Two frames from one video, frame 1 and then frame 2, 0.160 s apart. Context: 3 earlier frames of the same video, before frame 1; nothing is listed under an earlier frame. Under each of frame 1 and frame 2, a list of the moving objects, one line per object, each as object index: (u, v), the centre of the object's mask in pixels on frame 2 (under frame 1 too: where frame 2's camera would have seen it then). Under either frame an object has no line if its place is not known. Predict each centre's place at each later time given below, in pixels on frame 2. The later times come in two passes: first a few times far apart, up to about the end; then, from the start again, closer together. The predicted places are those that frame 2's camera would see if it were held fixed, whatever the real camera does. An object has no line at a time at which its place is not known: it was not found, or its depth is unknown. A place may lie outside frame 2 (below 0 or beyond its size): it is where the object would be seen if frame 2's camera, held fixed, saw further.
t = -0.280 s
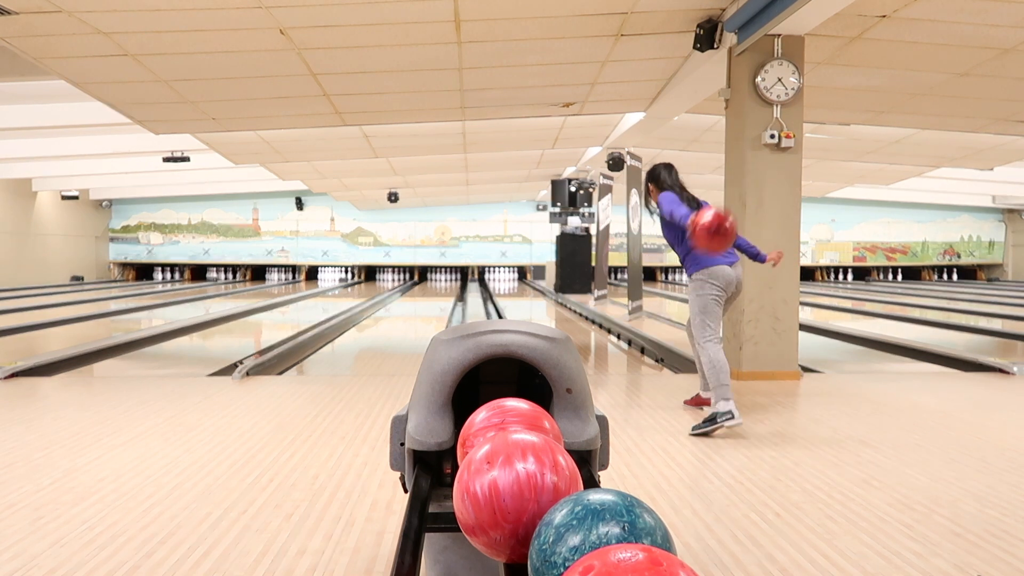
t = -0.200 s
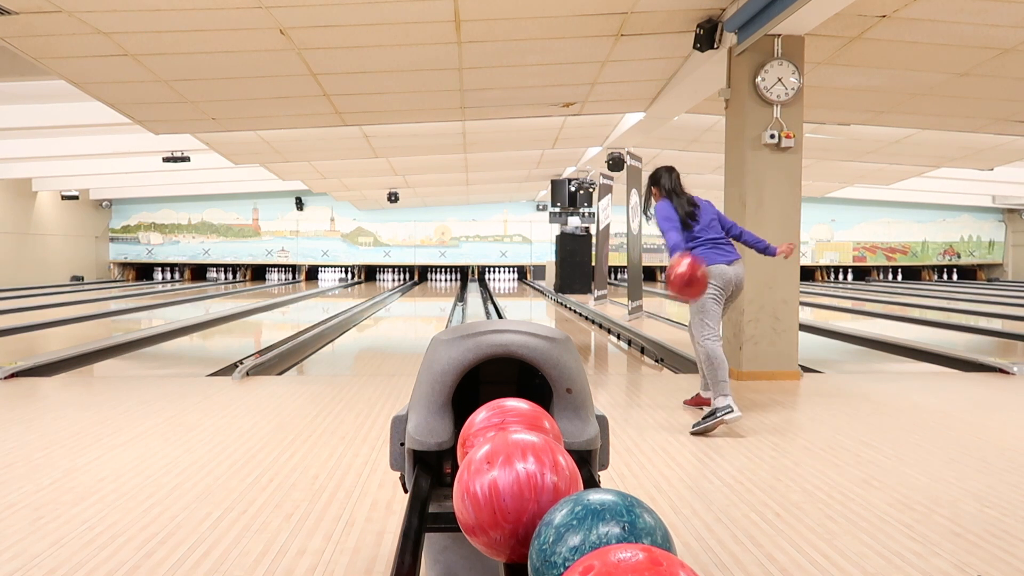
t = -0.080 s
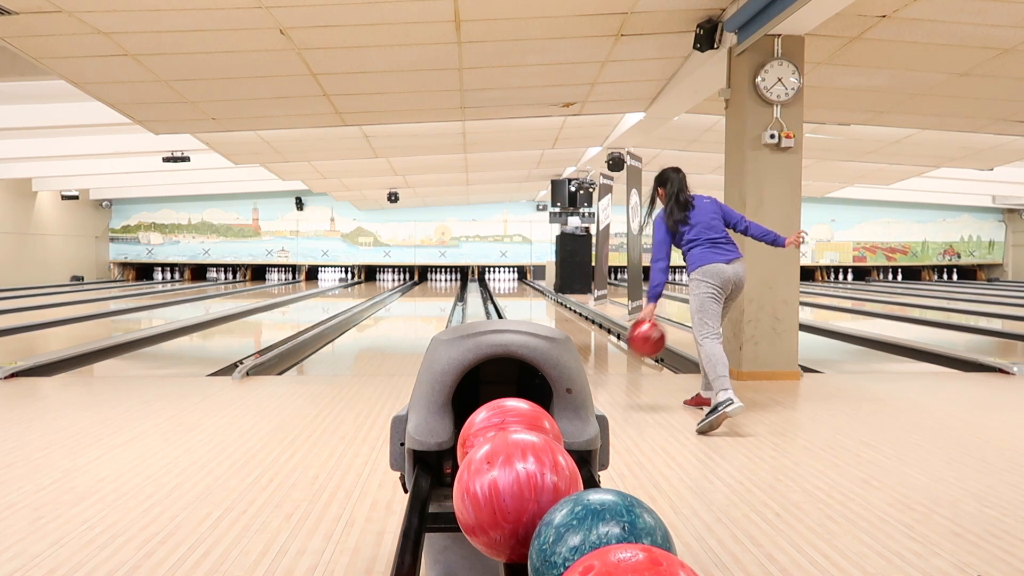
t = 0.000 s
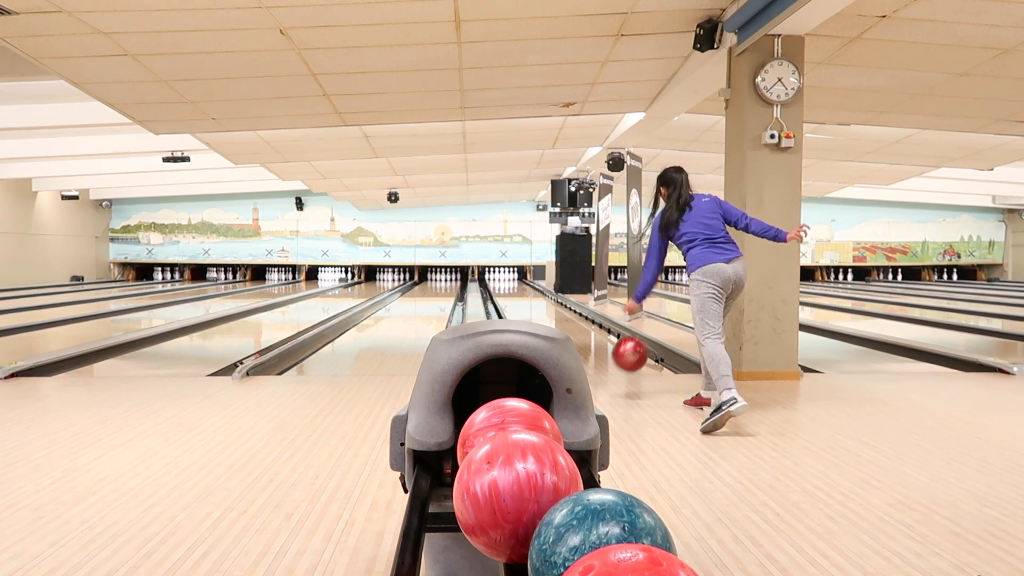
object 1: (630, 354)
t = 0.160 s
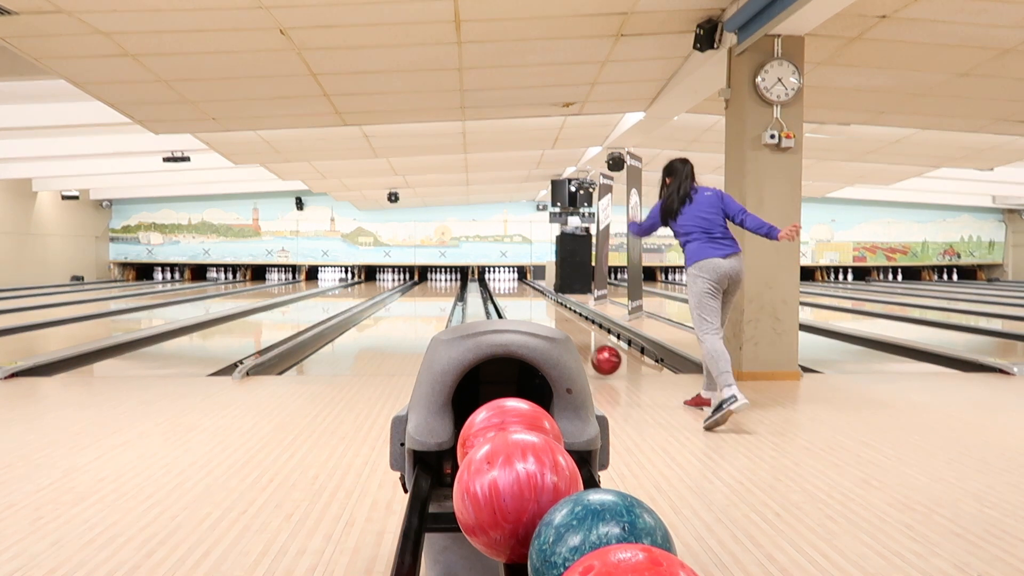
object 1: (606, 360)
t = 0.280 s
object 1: (593, 354)
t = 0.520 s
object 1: (576, 335)
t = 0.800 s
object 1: (558, 322)
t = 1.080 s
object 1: (547, 313)
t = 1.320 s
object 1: (539, 307)
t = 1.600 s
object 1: (533, 301)
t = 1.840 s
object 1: (528, 297)
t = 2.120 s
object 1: (524, 293)
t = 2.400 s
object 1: (521, 290)
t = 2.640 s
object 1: (518, 287)
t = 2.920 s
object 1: (516, 285)
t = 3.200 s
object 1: (514, 283)
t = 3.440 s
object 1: (513, 282)
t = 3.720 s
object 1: (512, 280)
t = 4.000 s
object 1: (512, 279)
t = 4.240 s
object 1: (512, 279)
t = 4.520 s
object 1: (512, 278)
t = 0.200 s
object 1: (602, 358)
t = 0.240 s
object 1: (597, 357)
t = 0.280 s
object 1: (593, 354)
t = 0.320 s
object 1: (590, 350)
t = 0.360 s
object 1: (587, 347)
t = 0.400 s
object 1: (584, 344)
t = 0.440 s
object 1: (581, 341)
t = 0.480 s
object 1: (578, 338)
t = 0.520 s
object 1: (576, 335)
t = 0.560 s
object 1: (573, 332)
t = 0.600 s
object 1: (570, 330)
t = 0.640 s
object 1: (567, 328)
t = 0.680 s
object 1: (565, 326)
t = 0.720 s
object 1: (563, 324)
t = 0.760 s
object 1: (561, 323)
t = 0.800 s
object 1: (558, 322)
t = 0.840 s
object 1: (557, 321)
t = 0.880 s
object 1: (555, 319)
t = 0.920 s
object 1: (553, 318)
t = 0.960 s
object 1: (551, 317)
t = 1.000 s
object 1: (550, 316)
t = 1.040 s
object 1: (548, 315)
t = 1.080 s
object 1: (547, 313)
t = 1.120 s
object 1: (546, 312)
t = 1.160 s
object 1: (544, 311)
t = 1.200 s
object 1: (543, 310)
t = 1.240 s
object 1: (542, 309)
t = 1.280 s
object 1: (541, 308)
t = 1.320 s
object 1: (539, 307)
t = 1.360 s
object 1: (538, 306)
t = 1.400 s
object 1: (538, 305)
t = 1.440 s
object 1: (537, 304)
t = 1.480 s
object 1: (536, 303)
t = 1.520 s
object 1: (535, 303)
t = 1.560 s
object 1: (534, 302)
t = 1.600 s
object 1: (533, 301)
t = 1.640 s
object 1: (532, 300)
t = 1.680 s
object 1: (532, 300)
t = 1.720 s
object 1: (531, 299)
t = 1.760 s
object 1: (530, 298)
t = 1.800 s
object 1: (529, 298)
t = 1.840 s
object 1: (528, 297)
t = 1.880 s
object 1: (528, 296)
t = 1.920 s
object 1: (527, 295)
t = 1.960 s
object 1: (527, 295)
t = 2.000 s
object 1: (526, 295)
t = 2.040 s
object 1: (525, 294)
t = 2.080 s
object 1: (525, 293)
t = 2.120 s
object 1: (524, 293)
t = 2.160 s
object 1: (524, 293)
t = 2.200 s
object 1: (523, 292)
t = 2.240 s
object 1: (522, 292)
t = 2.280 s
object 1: (522, 291)
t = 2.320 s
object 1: (522, 291)
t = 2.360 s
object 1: (521, 290)
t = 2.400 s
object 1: (521, 290)
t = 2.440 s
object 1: (521, 290)
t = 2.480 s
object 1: (520, 289)
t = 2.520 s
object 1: (520, 289)
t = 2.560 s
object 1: (519, 288)
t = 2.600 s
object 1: (519, 288)
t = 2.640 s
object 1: (518, 287)
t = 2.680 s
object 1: (518, 287)
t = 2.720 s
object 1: (518, 286)
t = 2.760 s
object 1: (517, 286)
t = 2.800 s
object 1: (517, 286)
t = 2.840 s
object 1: (517, 286)
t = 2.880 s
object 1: (516, 286)
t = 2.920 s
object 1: (516, 285)
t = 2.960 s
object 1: (516, 285)
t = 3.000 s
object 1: (516, 285)
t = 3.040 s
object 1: (515, 284)
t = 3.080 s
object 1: (514, 284)
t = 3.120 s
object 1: (514, 284)
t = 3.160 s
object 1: (514, 283)
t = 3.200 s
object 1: (514, 283)
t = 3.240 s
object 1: (514, 283)
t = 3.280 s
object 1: (514, 283)
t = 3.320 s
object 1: (513, 282)
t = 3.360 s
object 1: (513, 282)
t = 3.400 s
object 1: (513, 282)
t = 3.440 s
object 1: (513, 282)
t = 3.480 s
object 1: (513, 281)
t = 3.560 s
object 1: (513, 281)
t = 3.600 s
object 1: (512, 281)
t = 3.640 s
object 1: (512, 281)
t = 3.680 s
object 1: (512, 281)
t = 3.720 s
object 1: (512, 280)
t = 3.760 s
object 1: (512, 280)
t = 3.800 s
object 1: (512, 280)
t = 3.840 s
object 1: (512, 280)
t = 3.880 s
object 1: (512, 280)
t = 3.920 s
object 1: (512, 280)
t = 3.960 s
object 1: (512, 280)
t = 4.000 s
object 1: (512, 279)
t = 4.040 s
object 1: (512, 279)
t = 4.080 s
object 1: (512, 279)
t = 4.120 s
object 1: (512, 279)
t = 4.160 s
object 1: (512, 279)
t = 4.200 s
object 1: (512, 279)
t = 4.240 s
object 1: (512, 279)
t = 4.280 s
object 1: (512, 279)
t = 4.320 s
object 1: (512, 279)
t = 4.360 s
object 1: (512, 278)
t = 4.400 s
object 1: (512, 278)
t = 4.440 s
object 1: (512, 278)
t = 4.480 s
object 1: (512, 278)
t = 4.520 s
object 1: (512, 278)
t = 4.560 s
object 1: (513, 277)
